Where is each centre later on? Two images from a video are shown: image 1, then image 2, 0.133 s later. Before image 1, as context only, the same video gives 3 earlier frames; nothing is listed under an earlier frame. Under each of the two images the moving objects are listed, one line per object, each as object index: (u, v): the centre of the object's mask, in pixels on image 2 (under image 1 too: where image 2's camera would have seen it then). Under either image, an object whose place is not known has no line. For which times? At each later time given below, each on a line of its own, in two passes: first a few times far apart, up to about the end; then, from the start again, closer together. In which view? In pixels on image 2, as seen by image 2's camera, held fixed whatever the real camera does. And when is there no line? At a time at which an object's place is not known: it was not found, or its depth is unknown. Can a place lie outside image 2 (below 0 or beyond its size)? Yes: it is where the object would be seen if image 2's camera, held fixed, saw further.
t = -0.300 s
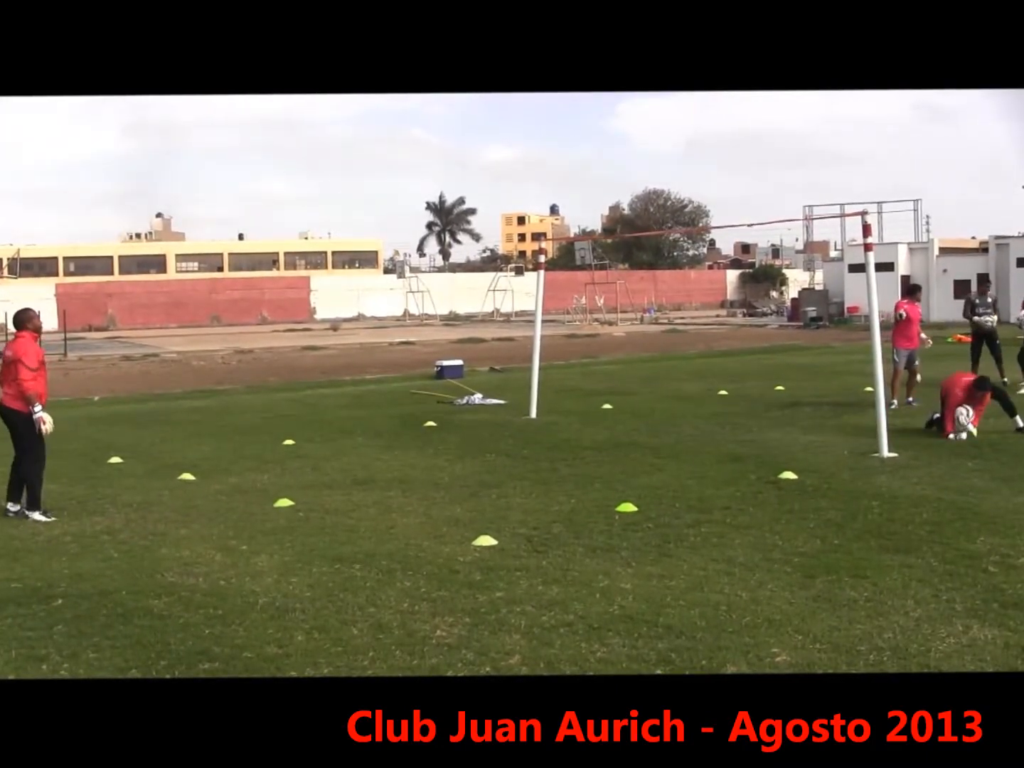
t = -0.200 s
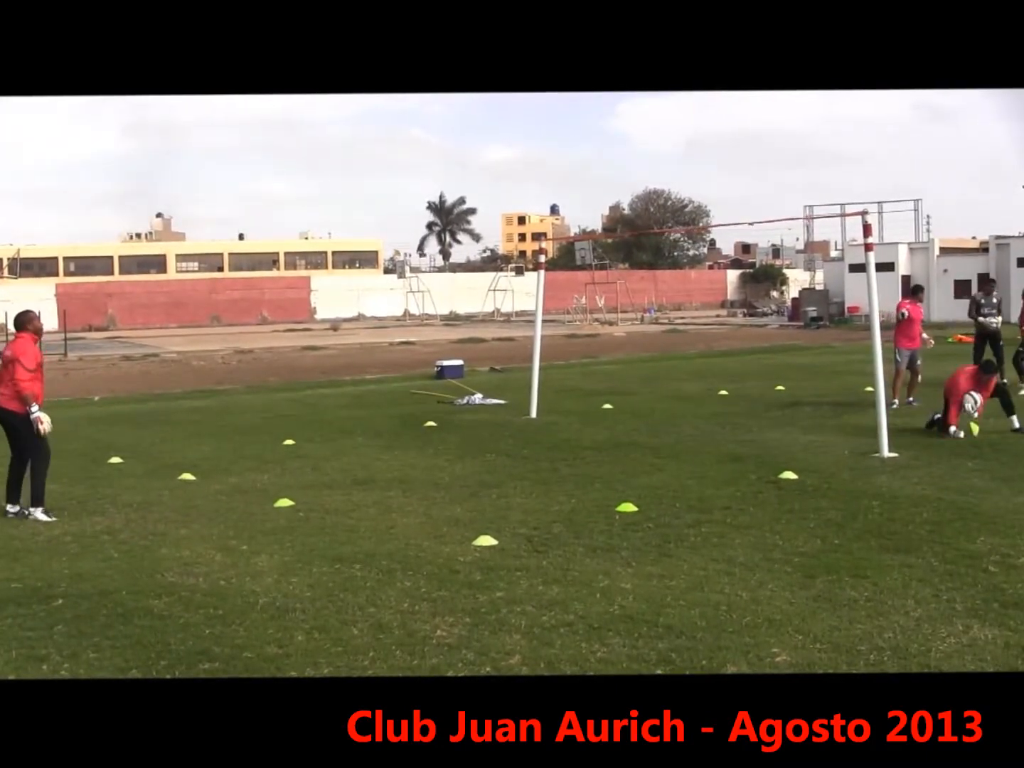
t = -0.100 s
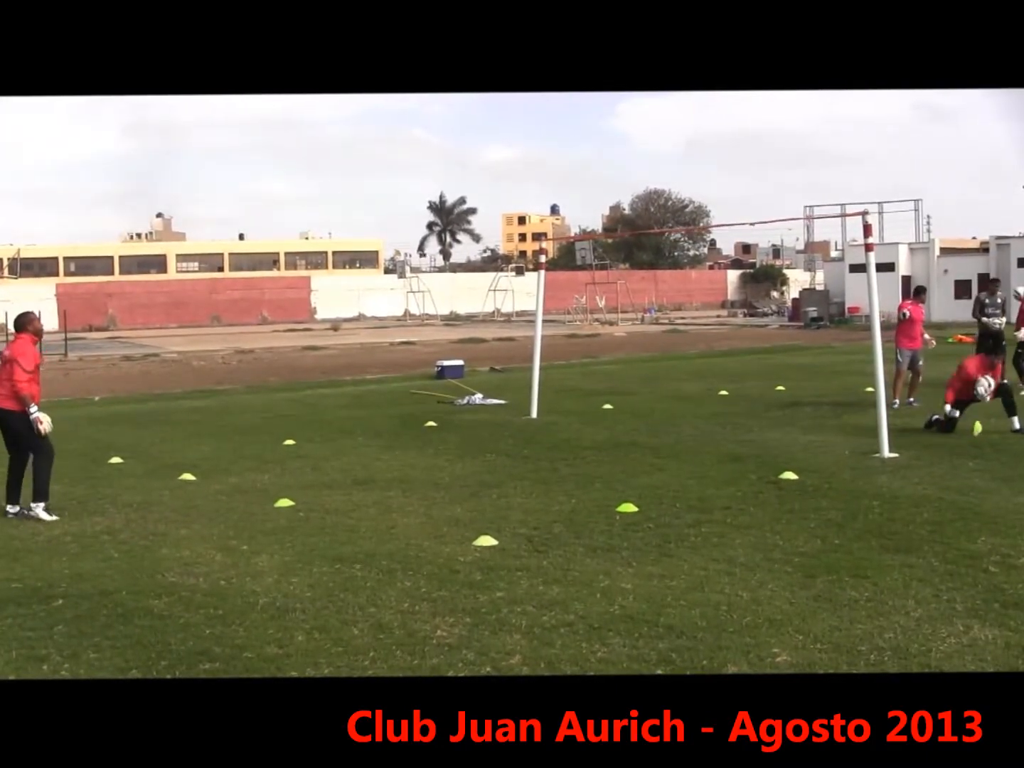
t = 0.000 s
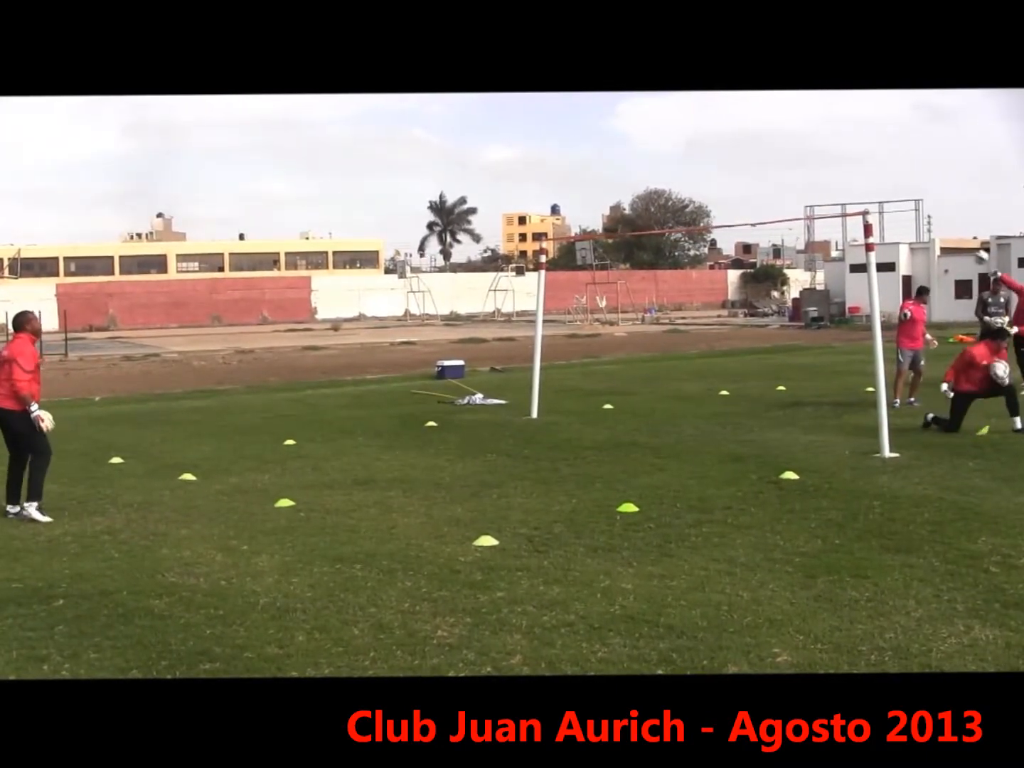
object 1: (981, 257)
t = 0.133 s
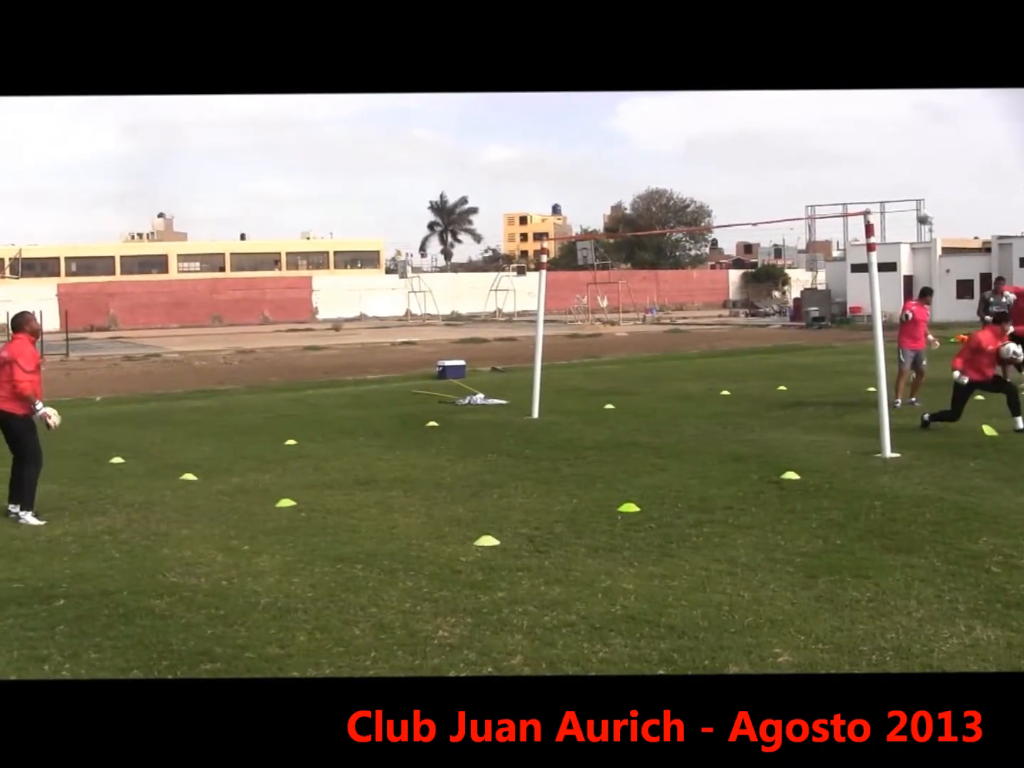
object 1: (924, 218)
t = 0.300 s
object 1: (839, 171)
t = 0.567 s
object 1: (672, 111)
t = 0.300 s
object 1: (839, 171)
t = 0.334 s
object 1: (820, 163)
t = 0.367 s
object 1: (801, 154)
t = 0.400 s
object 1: (780, 147)
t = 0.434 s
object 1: (760, 138)
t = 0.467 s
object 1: (737, 133)
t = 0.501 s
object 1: (716, 126)
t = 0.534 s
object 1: (695, 119)
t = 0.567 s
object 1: (672, 111)
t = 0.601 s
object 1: (648, 105)
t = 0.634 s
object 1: (624, 99)
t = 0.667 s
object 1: (600, 96)
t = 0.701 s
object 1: (574, 93)
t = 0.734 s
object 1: (548, 91)
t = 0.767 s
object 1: (520, 89)
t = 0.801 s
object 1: (492, 88)
